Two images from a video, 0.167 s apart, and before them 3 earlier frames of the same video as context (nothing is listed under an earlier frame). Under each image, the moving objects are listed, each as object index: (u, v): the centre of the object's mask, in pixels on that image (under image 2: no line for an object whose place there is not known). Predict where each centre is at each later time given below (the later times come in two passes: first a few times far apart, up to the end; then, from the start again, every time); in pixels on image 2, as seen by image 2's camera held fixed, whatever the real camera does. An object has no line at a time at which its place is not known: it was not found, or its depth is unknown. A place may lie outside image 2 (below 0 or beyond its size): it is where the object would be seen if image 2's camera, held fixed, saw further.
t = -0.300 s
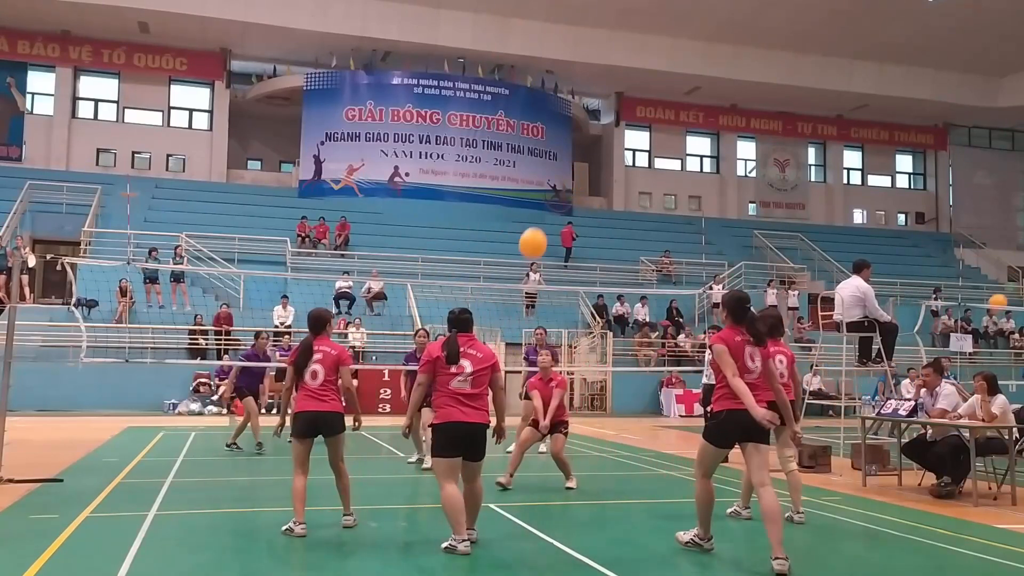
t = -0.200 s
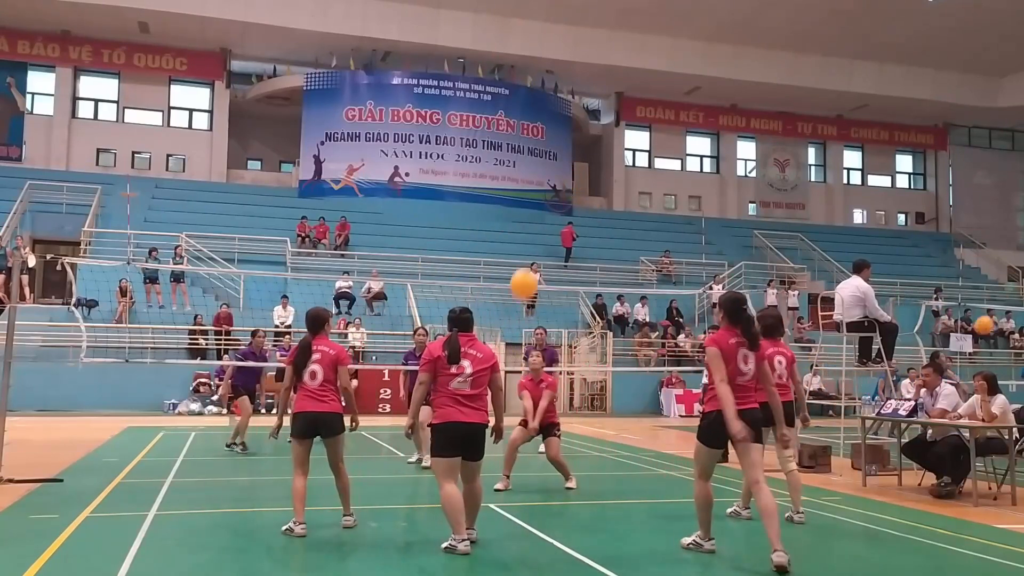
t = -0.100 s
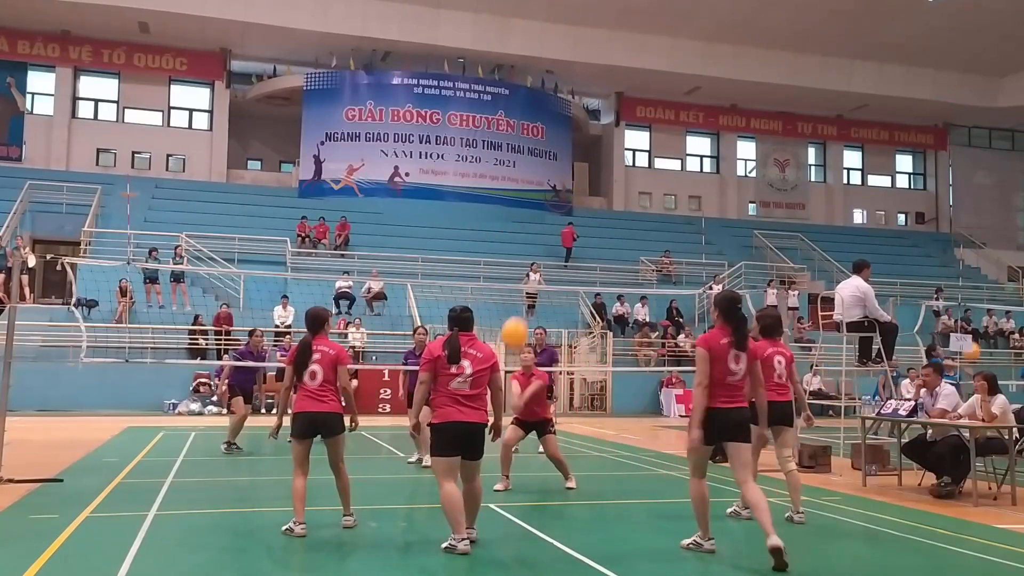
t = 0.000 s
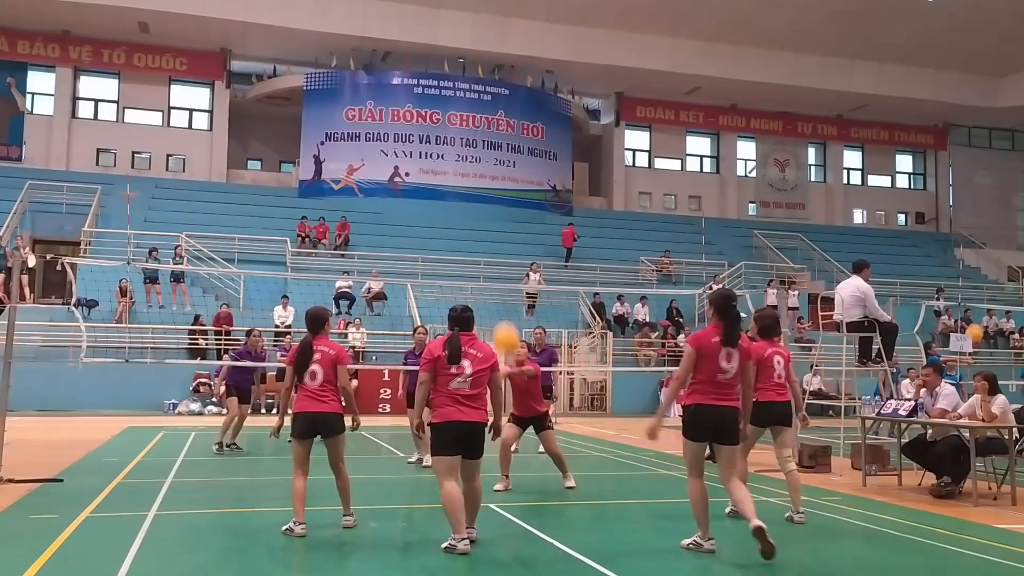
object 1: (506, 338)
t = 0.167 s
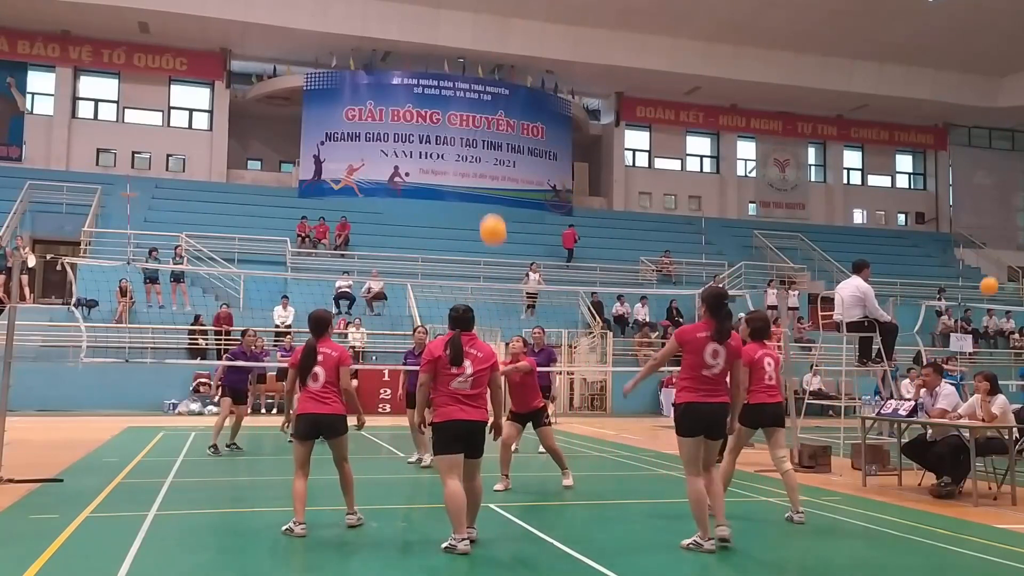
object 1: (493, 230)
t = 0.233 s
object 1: (488, 196)
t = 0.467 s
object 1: (475, 114)
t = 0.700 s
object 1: (465, 90)
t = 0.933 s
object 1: (451, 120)
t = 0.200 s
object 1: (490, 212)
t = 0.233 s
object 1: (488, 196)
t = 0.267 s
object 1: (486, 180)
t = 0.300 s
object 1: (484, 166)
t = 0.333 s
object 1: (482, 153)
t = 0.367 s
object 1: (480, 141)
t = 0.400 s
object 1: (479, 131)
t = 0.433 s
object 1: (477, 122)
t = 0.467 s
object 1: (475, 114)
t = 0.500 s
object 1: (474, 107)
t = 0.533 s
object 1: (473, 101)
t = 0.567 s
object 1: (471, 97)
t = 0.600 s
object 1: (470, 93)
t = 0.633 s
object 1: (468, 91)
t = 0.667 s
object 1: (466, 90)
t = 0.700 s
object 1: (465, 90)
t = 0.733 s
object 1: (463, 91)
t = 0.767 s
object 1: (461, 93)
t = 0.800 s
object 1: (459, 96)
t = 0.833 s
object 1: (457, 100)
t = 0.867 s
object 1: (455, 106)
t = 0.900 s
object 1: (453, 113)
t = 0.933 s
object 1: (451, 120)
